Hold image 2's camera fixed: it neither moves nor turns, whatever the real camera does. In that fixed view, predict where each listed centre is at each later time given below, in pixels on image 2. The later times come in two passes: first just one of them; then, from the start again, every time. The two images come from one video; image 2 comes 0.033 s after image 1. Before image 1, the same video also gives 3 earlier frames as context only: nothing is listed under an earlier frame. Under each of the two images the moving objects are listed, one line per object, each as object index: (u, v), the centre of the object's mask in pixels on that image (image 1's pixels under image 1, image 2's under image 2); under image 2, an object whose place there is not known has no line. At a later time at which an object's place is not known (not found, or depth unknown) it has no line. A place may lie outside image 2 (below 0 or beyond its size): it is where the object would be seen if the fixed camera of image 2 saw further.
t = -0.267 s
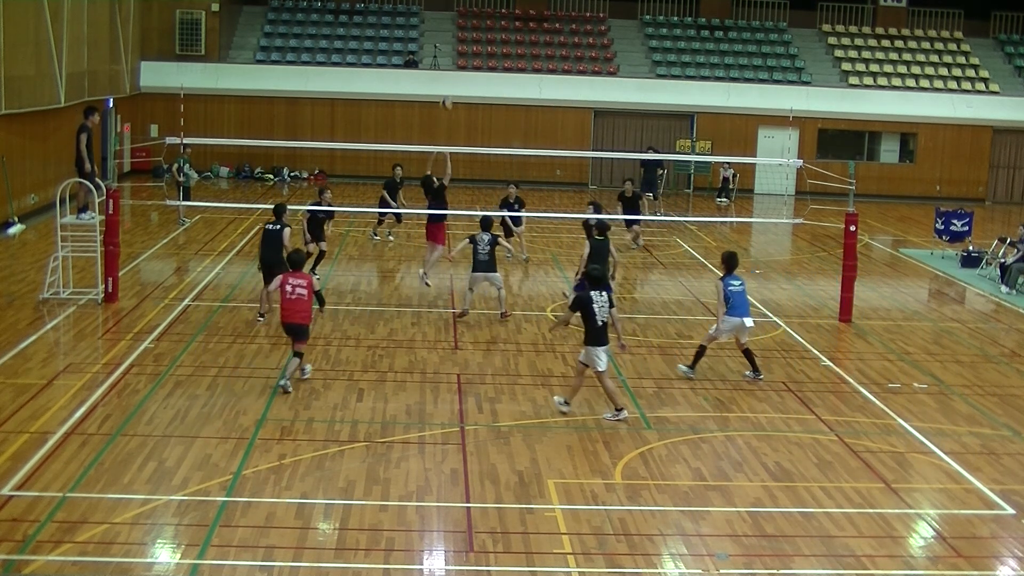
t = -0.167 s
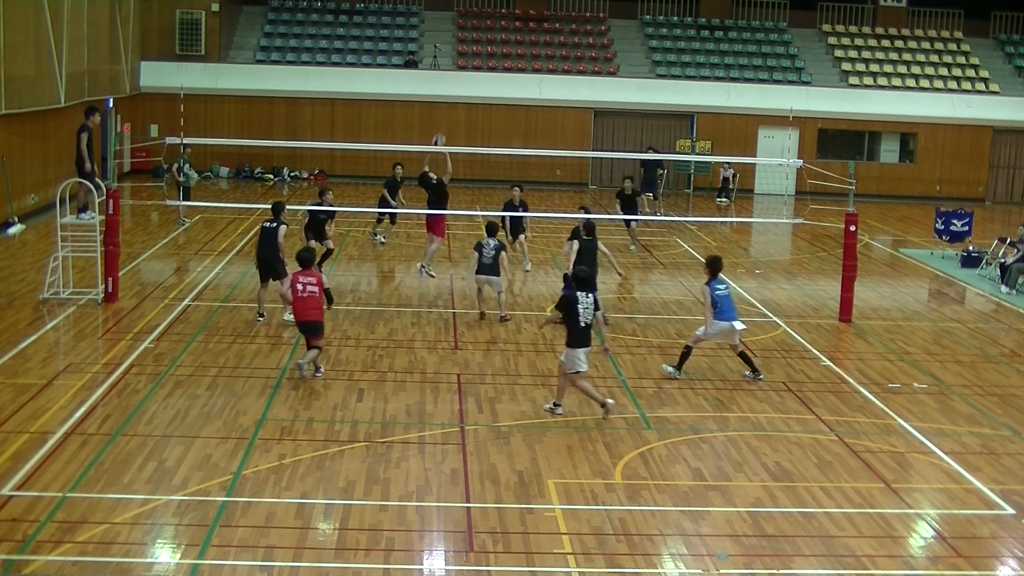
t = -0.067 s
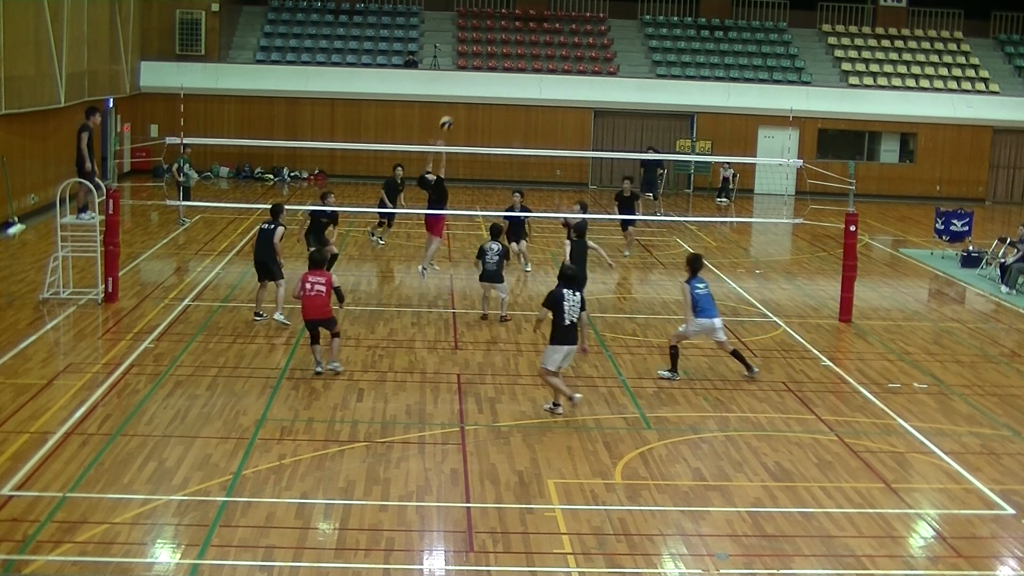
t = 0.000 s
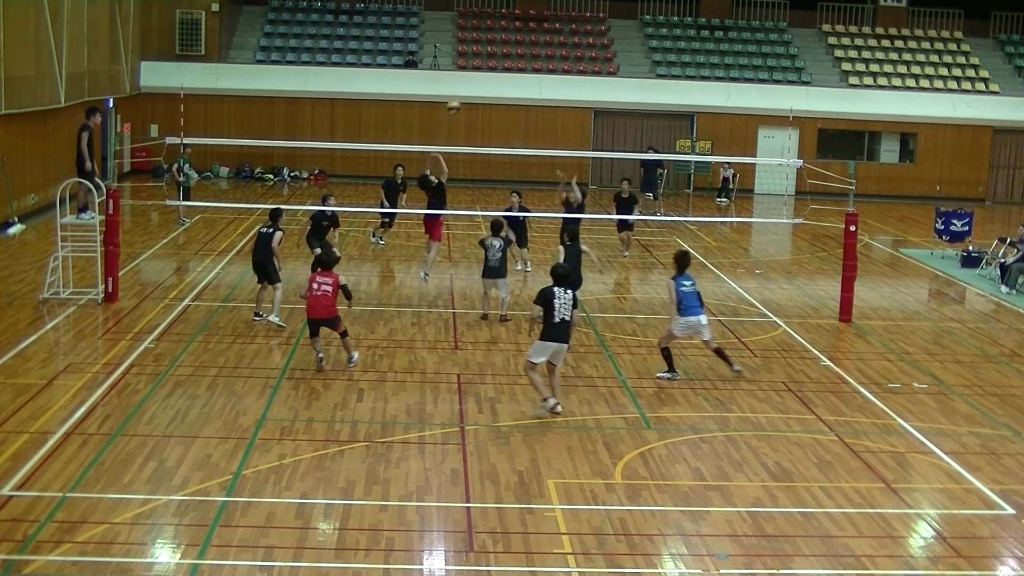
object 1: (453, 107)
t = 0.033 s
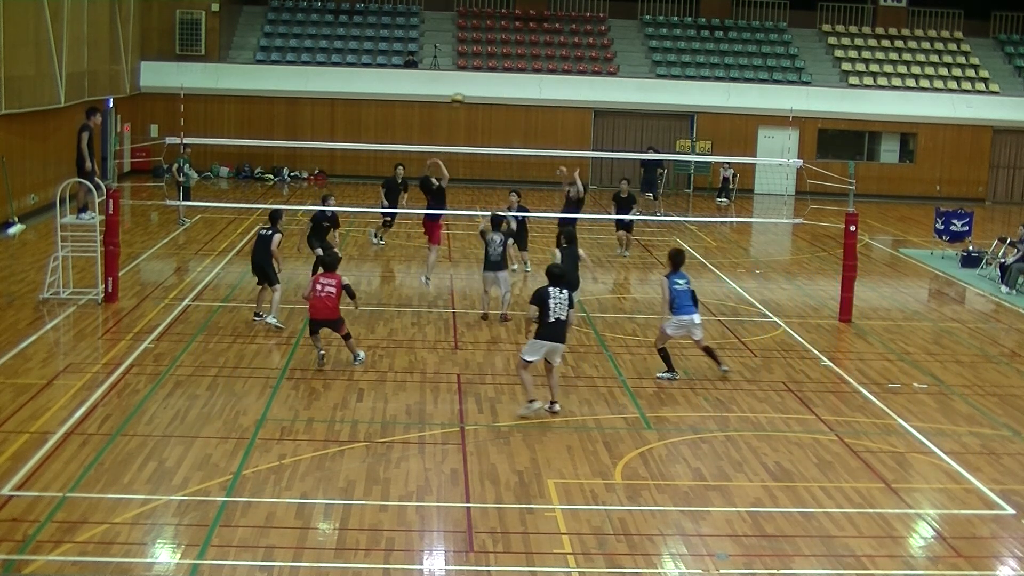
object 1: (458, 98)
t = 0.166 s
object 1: (473, 76)
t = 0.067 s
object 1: (462, 92)
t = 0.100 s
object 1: (465, 86)
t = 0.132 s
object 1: (469, 80)
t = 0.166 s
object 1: (473, 76)
